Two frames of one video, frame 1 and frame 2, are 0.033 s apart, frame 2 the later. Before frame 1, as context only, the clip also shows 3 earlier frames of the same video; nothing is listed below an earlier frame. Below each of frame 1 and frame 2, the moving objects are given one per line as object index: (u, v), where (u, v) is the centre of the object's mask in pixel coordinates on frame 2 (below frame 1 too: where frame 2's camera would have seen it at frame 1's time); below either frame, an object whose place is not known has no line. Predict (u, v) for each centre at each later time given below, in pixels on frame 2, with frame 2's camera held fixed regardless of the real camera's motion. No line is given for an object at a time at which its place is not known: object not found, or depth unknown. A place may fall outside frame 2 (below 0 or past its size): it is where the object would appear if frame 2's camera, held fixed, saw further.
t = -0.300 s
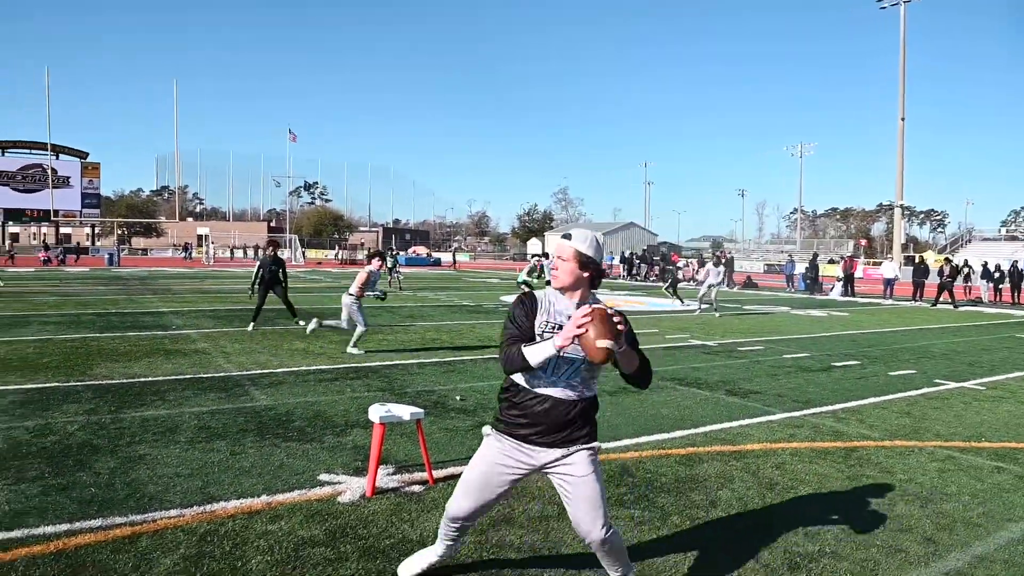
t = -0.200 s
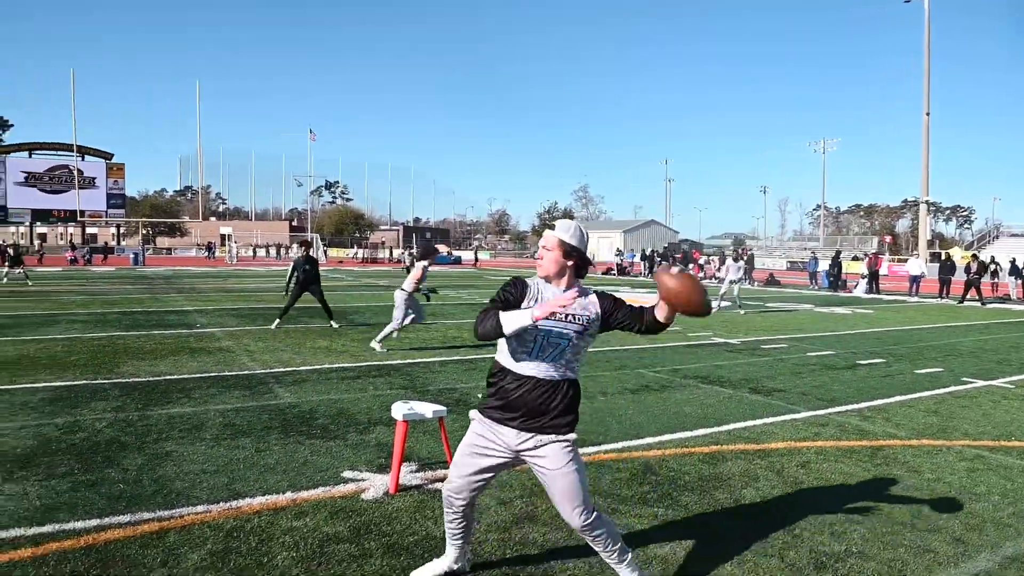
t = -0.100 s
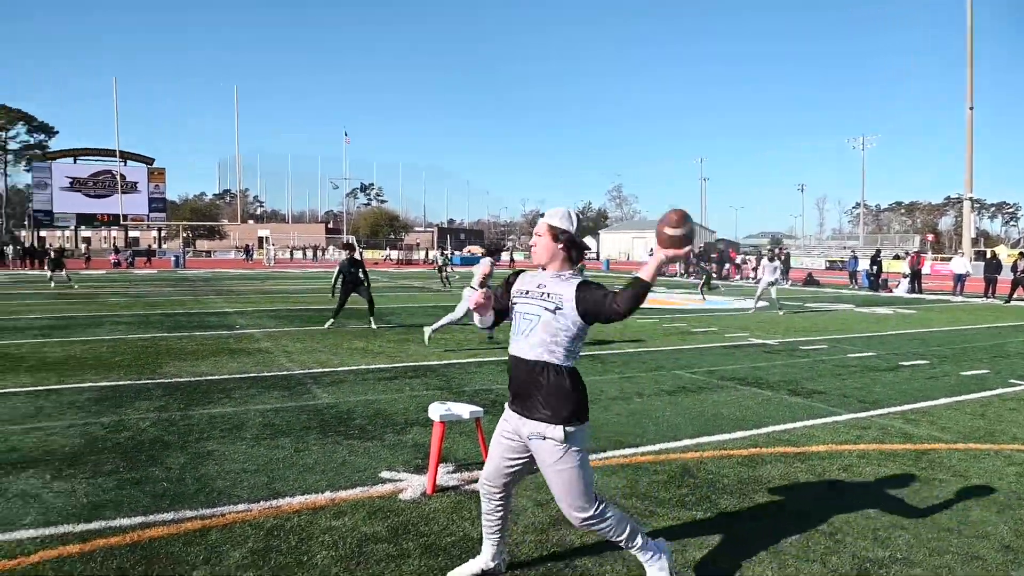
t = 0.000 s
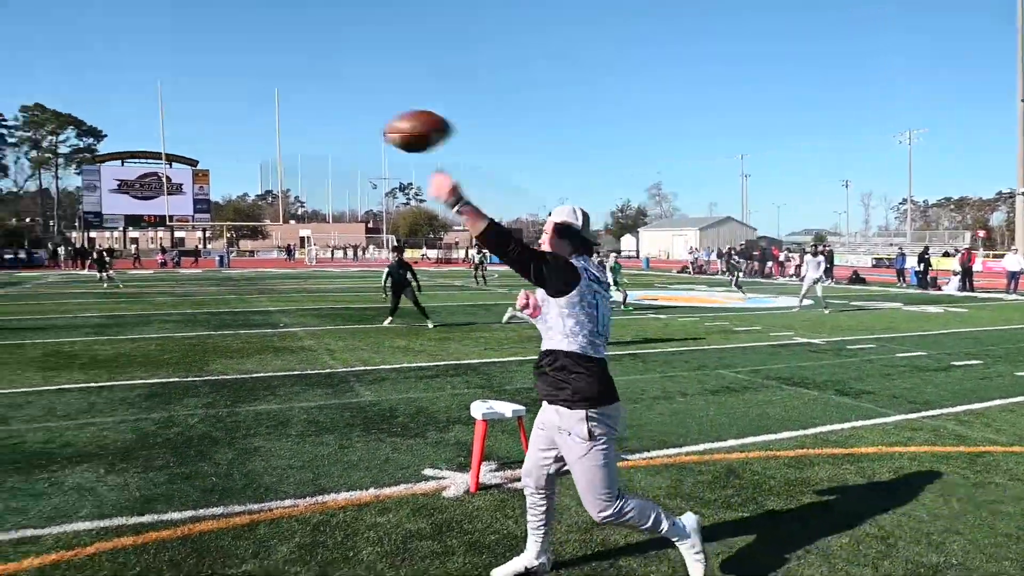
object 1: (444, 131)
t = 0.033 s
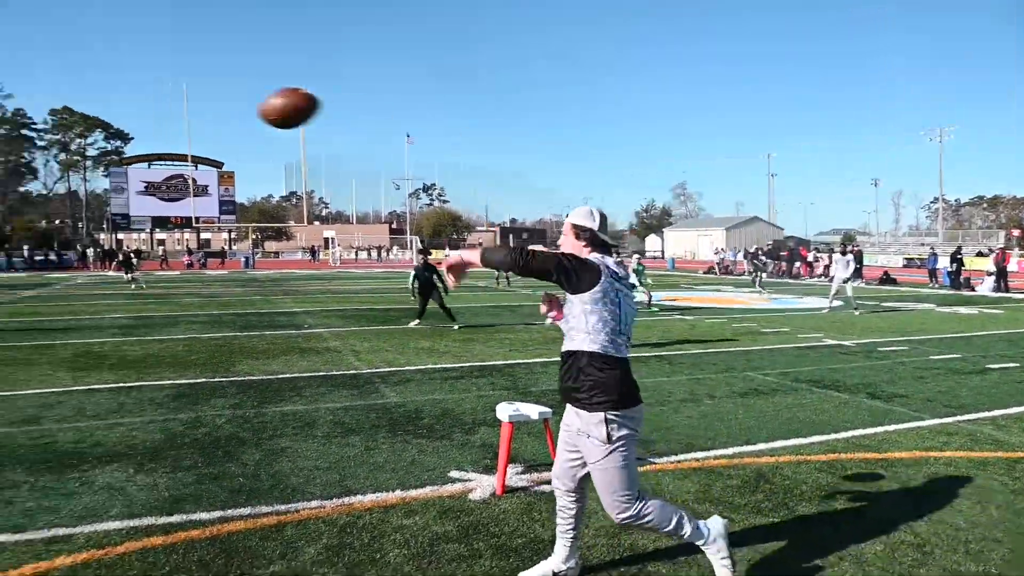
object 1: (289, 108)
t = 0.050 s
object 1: (219, 98)
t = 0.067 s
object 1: (153, 90)
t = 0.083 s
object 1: (92, 83)
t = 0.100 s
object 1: (34, 78)
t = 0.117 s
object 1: (-21, 73)
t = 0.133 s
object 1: (-74, 70)
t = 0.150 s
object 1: (-120, 67)
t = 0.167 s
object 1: (-164, 66)
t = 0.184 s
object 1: (-203, 65)
